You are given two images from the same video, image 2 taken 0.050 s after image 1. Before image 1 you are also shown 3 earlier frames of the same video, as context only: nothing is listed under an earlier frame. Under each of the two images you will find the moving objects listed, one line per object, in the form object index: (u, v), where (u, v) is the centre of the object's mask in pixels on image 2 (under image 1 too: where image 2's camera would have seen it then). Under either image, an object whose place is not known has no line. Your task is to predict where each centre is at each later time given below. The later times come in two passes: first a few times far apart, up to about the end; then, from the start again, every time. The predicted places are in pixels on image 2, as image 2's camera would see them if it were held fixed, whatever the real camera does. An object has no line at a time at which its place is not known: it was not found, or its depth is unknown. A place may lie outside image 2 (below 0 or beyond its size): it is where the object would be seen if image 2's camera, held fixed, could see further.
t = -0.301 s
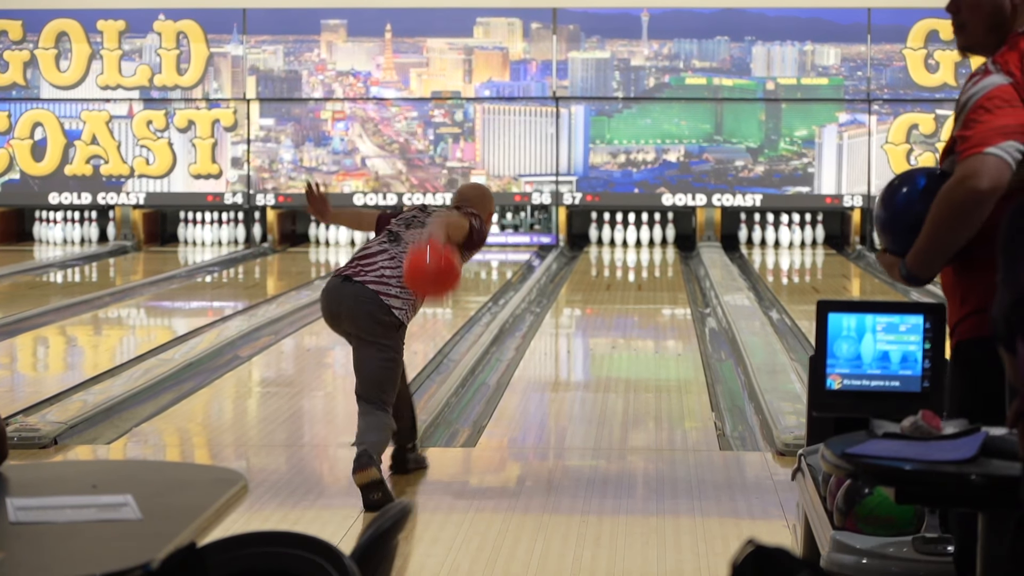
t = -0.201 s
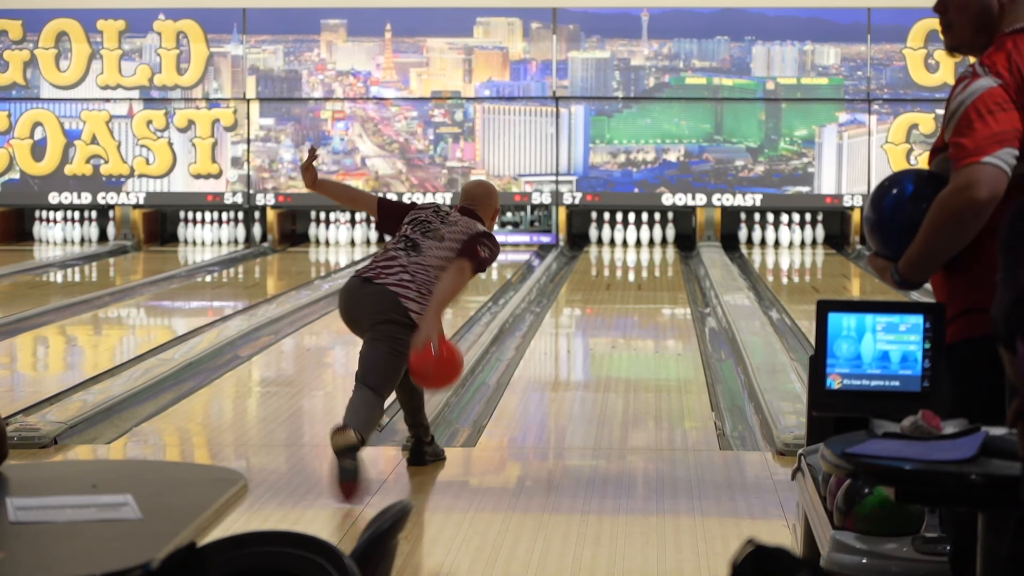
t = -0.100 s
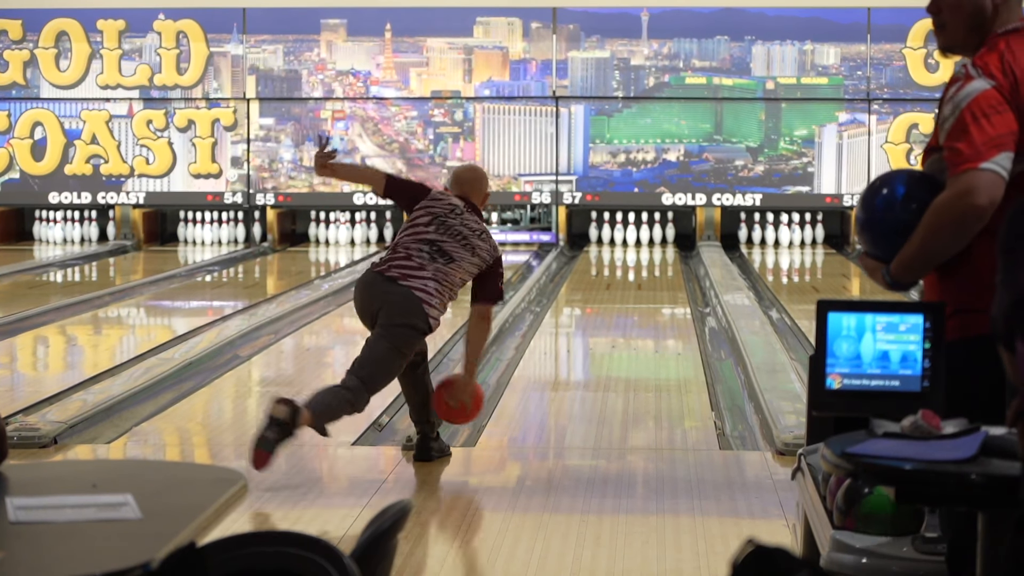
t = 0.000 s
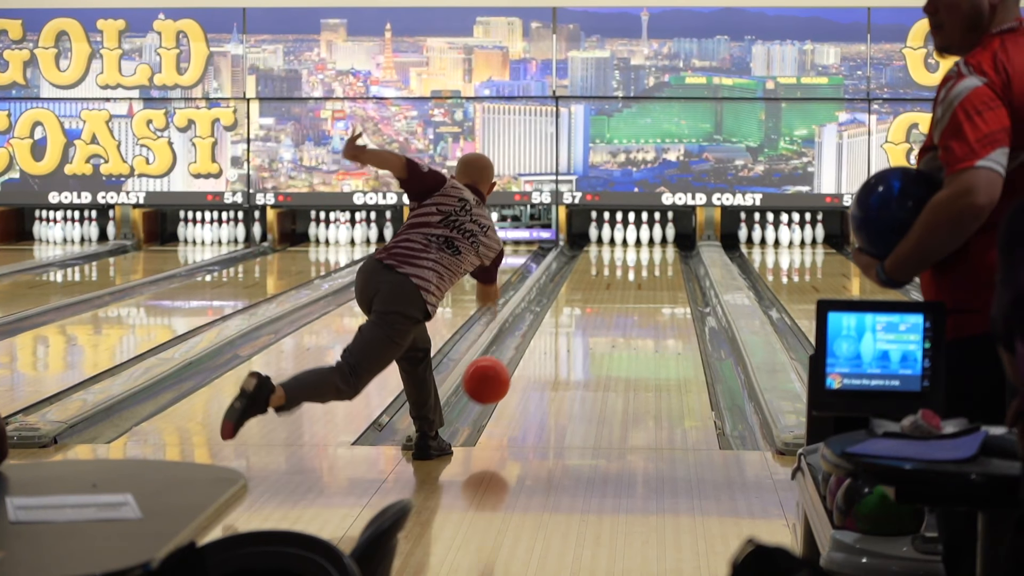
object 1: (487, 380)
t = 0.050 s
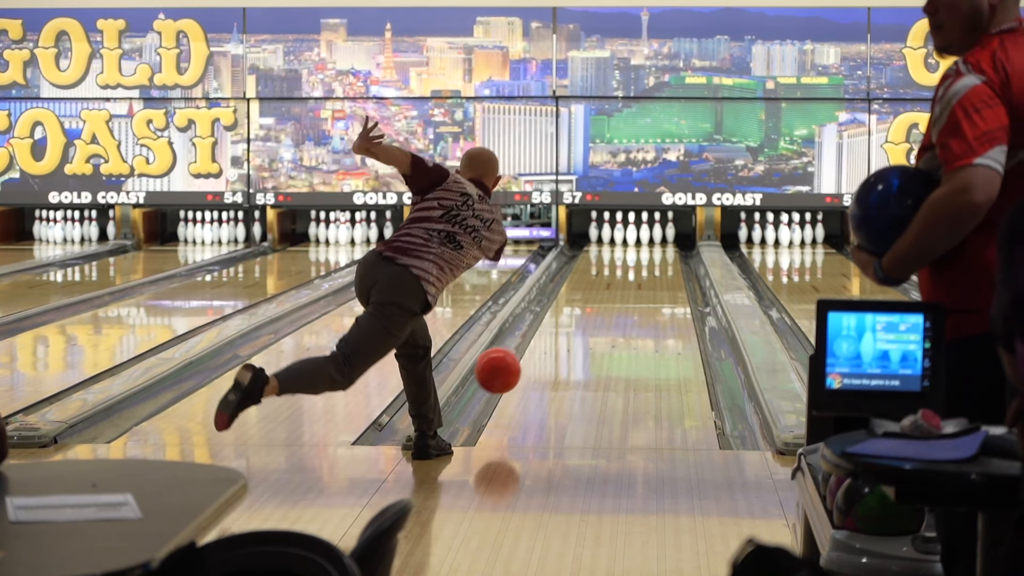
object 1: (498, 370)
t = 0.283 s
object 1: (542, 365)
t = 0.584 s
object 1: (583, 328)
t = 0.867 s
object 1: (611, 304)
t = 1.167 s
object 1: (632, 285)
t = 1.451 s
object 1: (647, 271)
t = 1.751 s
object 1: (656, 259)
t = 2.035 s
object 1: (654, 249)
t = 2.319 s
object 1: (643, 240)
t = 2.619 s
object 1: (632, 235)
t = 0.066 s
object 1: (502, 368)
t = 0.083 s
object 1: (505, 367)
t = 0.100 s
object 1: (509, 366)
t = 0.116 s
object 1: (512, 366)
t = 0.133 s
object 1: (516, 367)
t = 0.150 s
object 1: (519, 367)
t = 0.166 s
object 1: (522, 369)
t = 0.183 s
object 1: (525, 371)
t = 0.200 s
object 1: (528, 373)
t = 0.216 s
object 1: (531, 375)
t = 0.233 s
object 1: (534, 372)
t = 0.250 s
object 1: (537, 370)
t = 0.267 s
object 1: (540, 367)
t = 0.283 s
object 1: (542, 365)
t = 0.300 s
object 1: (545, 362)
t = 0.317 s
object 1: (548, 360)
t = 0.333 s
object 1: (550, 358)
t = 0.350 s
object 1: (553, 355)
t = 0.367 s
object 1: (555, 353)
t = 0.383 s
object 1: (558, 351)
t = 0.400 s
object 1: (560, 349)
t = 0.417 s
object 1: (562, 347)
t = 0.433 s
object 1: (564, 345)
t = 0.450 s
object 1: (567, 343)
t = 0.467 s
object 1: (569, 341)
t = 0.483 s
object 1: (571, 339)
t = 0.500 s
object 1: (573, 337)
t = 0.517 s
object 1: (575, 336)
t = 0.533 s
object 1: (577, 334)
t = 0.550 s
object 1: (579, 332)
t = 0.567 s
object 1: (581, 330)
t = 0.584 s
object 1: (583, 328)
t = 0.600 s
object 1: (585, 327)
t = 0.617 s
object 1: (587, 325)
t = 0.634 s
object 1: (588, 323)
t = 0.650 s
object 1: (590, 322)
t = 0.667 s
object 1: (592, 320)
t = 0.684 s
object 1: (594, 319)
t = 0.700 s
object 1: (595, 317)
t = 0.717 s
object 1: (597, 316)
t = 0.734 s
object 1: (599, 315)
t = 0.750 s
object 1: (600, 313)
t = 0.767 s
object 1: (602, 312)
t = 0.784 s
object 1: (603, 310)
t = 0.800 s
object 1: (605, 309)
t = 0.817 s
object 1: (606, 308)
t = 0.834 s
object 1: (608, 306)
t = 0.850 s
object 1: (609, 305)
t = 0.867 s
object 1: (611, 304)
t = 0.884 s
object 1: (612, 303)
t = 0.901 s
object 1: (613, 302)
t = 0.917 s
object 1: (615, 300)
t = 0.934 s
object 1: (616, 299)
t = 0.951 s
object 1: (618, 298)
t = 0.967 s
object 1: (618, 297)
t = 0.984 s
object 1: (620, 296)
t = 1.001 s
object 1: (621, 295)
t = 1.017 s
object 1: (622, 294)
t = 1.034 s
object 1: (624, 293)
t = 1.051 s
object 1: (624, 292)
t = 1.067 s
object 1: (626, 291)
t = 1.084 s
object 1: (627, 290)
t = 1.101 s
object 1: (628, 289)
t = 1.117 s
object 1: (629, 288)
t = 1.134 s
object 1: (630, 287)
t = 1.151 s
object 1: (631, 286)
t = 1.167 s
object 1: (632, 285)
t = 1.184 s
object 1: (633, 285)
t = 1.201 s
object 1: (634, 283)
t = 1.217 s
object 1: (635, 283)
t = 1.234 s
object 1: (636, 282)
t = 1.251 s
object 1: (637, 281)
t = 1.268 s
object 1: (638, 280)
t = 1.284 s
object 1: (639, 279)
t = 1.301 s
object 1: (640, 278)
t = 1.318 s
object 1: (641, 277)
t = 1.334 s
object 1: (642, 276)
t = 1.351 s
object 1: (643, 276)
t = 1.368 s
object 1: (643, 275)
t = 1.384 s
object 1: (644, 274)
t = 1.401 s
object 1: (645, 274)
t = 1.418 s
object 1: (646, 273)
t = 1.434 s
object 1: (647, 272)
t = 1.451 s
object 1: (647, 271)
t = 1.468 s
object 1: (648, 271)
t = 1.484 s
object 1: (649, 269)
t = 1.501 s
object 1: (650, 269)
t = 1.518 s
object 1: (650, 268)
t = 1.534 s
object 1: (651, 267)
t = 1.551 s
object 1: (652, 267)
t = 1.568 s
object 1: (652, 266)
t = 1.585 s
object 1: (653, 265)
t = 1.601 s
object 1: (654, 264)
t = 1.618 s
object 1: (654, 264)
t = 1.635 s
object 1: (654, 263)
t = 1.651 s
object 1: (655, 262)
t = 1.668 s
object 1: (655, 262)
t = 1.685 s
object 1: (655, 261)
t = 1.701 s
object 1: (656, 260)
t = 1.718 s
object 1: (656, 260)
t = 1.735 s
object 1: (656, 259)
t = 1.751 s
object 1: (656, 259)
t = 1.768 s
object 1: (656, 258)
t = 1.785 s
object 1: (657, 257)
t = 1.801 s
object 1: (657, 257)
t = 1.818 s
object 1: (657, 256)
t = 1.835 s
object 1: (657, 255)
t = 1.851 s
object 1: (657, 255)
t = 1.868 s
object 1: (657, 254)
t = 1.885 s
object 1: (656, 254)
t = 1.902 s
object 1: (656, 253)
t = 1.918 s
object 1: (656, 252)
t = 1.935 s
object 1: (656, 252)
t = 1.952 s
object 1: (656, 251)
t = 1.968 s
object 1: (655, 251)
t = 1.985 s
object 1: (655, 250)
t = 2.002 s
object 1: (655, 250)
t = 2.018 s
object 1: (655, 249)
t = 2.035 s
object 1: (654, 249)
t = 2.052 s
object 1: (654, 248)
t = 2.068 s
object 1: (653, 247)
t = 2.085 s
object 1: (652, 247)
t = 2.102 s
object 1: (652, 246)
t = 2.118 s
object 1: (651, 246)
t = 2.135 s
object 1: (651, 245)
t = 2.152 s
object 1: (650, 245)
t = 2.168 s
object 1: (649, 245)
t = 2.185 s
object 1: (648, 244)
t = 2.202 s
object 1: (648, 244)
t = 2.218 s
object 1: (647, 243)
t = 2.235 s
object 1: (646, 243)
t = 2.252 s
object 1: (646, 242)
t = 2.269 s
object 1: (645, 242)
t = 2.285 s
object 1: (645, 242)
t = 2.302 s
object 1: (644, 241)
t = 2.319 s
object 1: (643, 240)
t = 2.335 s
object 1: (642, 240)
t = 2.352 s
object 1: (641, 239)
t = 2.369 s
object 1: (641, 239)
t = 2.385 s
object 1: (640, 239)
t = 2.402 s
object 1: (639, 238)
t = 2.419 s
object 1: (638, 238)
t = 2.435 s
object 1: (638, 237)
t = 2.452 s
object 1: (637, 237)
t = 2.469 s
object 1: (637, 237)
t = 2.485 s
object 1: (637, 237)
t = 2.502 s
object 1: (636, 237)
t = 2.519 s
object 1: (636, 236)
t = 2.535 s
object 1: (636, 236)
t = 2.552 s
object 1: (635, 236)
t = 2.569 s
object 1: (635, 236)
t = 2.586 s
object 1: (634, 236)
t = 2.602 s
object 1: (633, 235)
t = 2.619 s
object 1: (632, 235)
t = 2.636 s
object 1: (632, 234)
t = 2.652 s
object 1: (632, 234)
